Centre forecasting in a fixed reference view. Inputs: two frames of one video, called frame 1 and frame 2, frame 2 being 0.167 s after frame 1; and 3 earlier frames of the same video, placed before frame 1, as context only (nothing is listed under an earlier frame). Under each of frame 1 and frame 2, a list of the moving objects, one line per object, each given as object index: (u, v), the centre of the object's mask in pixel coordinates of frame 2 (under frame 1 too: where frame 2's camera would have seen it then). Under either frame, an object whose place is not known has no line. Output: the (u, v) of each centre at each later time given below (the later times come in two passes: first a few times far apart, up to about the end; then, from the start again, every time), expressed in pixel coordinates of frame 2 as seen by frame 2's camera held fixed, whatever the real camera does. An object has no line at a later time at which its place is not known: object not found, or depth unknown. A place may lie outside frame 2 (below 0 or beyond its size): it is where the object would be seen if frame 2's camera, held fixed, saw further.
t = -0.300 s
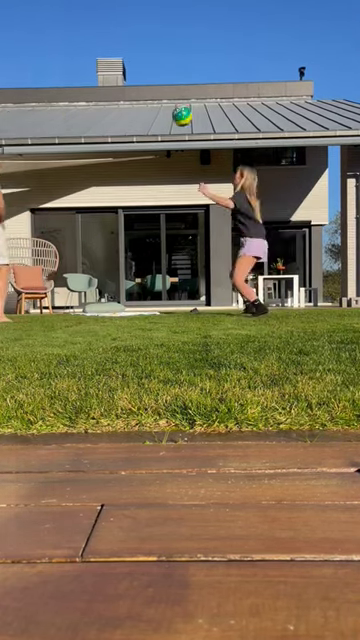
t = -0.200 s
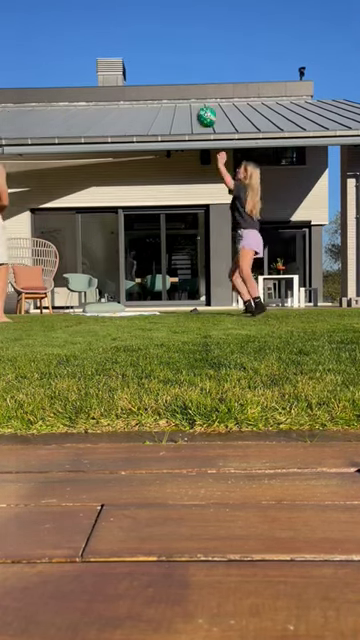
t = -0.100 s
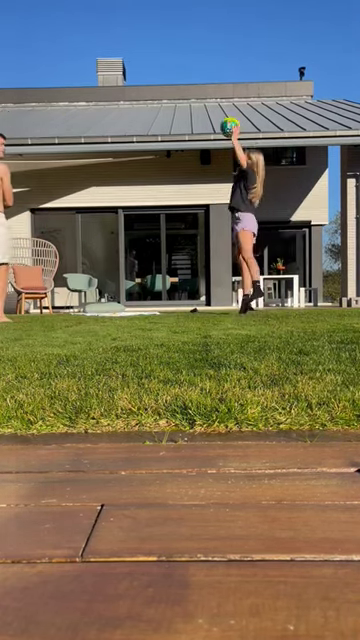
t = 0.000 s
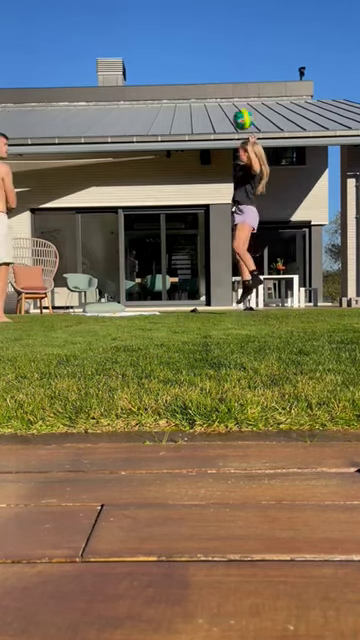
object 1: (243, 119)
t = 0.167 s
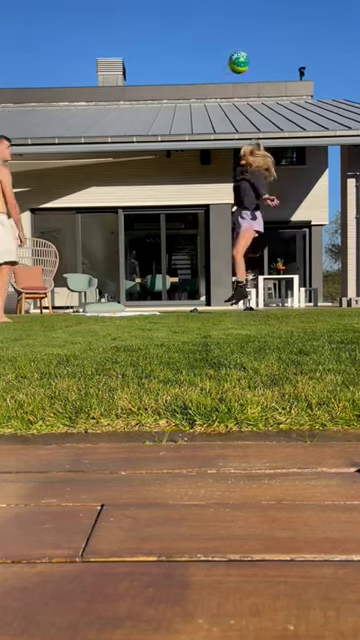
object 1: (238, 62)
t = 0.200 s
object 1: (237, 54)
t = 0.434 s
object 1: (229, 22)
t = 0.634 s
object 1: (222, 37)
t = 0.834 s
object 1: (215, 88)
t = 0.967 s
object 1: (210, 141)
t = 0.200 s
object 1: (237, 54)
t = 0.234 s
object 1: (236, 46)
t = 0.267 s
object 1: (235, 40)
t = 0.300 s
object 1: (234, 34)
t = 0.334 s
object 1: (233, 30)
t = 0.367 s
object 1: (232, 26)
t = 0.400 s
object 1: (230, 24)
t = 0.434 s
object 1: (229, 22)
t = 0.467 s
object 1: (228, 22)
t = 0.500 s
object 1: (227, 23)
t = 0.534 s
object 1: (226, 25)
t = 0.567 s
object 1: (225, 28)
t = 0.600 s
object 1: (224, 32)
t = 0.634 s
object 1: (222, 37)
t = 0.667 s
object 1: (221, 43)
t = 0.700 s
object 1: (220, 50)
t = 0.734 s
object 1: (219, 58)
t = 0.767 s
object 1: (218, 68)
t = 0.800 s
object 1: (216, 77)
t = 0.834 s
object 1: (215, 88)
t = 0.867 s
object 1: (214, 100)
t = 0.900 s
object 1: (212, 113)
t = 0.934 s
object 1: (211, 126)
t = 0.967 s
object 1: (210, 141)
